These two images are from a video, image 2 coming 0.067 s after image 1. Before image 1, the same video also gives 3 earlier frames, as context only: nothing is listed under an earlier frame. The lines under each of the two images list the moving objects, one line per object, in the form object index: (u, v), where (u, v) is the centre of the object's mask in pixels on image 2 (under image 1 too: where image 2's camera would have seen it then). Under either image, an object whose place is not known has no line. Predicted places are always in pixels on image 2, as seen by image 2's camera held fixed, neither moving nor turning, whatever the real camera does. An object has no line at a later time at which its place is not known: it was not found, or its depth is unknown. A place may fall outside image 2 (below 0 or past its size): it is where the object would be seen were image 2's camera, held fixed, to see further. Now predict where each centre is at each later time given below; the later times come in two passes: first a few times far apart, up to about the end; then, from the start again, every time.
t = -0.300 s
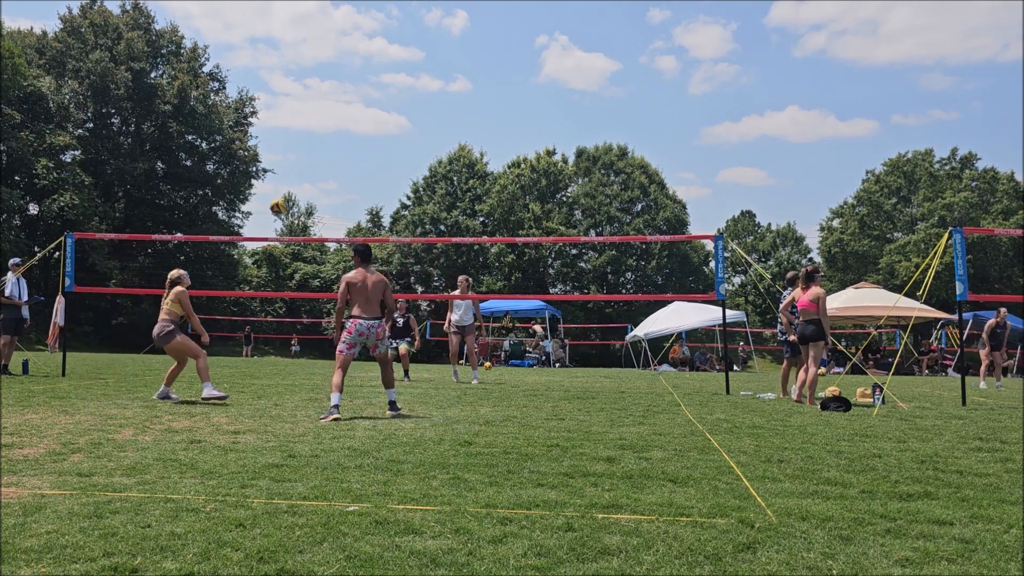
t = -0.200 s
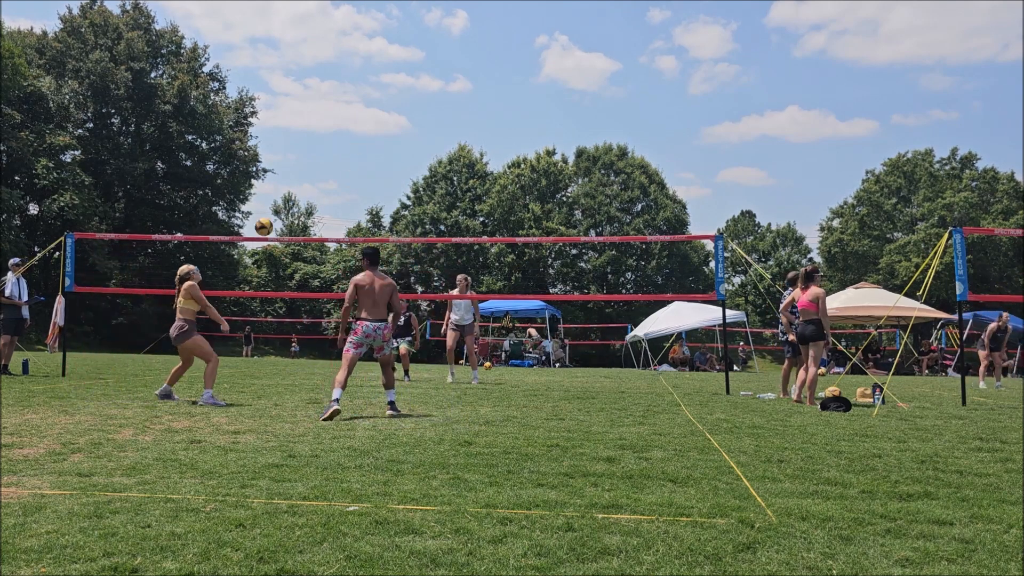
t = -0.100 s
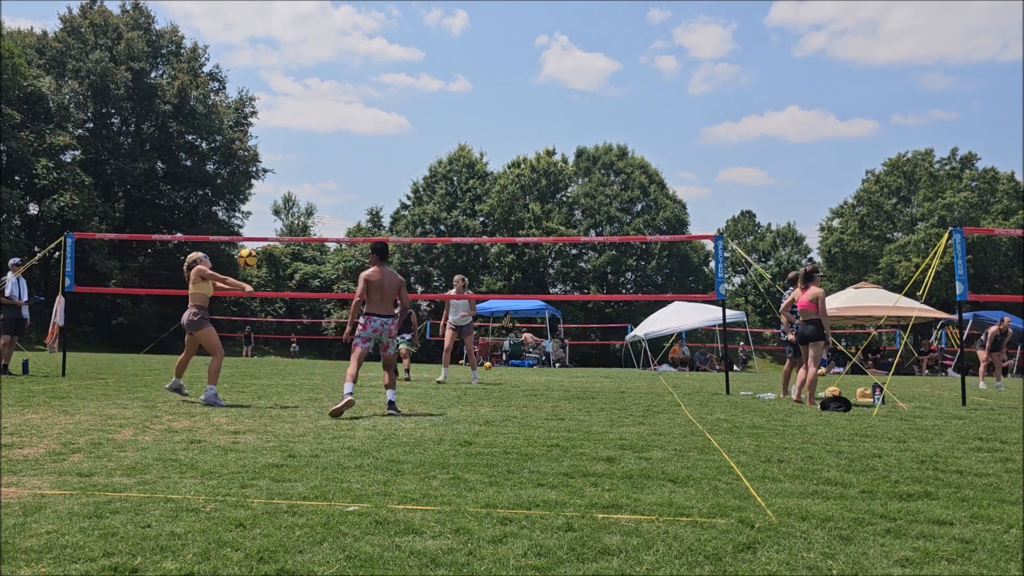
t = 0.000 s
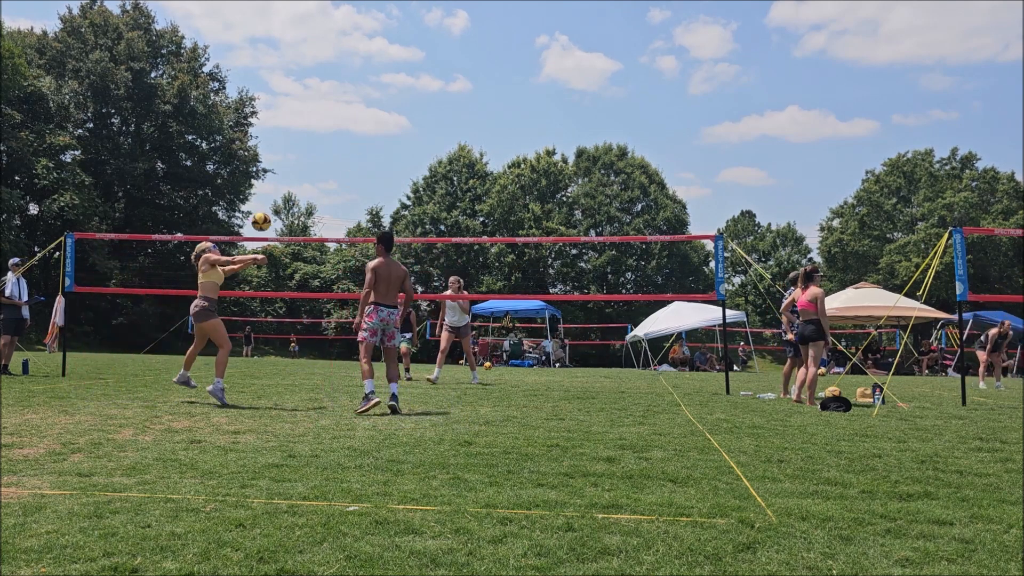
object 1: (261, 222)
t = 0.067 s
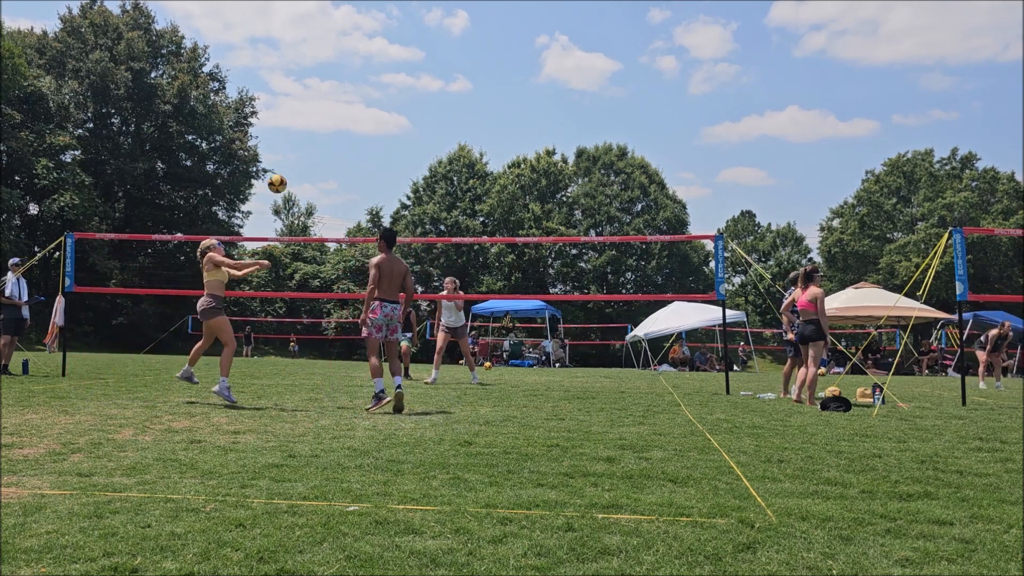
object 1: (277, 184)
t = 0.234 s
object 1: (313, 112)
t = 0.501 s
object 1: (362, 54)
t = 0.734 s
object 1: (397, 51)
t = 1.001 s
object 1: (429, 95)
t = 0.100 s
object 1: (284, 167)
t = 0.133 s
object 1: (292, 151)
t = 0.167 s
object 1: (299, 137)
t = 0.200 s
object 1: (306, 124)
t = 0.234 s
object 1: (313, 112)
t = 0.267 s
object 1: (320, 102)
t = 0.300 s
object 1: (326, 92)
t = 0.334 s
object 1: (332, 83)
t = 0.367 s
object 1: (339, 75)
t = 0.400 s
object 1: (345, 69)
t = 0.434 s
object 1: (351, 63)
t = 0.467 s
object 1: (356, 58)
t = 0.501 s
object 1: (362, 54)
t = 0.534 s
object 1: (367, 51)
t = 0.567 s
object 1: (373, 49)
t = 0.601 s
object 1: (378, 47)
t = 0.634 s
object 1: (383, 47)
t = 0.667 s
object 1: (387, 47)
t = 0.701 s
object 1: (392, 49)
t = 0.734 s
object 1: (397, 51)
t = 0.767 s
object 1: (401, 54)
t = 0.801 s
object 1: (405, 58)
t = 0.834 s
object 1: (409, 62)
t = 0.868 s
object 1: (414, 67)
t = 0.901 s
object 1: (418, 73)
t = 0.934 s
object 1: (421, 79)
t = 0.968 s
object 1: (425, 87)
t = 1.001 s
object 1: (429, 95)
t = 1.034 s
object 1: (432, 103)
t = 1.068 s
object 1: (436, 113)
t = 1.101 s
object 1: (439, 123)
